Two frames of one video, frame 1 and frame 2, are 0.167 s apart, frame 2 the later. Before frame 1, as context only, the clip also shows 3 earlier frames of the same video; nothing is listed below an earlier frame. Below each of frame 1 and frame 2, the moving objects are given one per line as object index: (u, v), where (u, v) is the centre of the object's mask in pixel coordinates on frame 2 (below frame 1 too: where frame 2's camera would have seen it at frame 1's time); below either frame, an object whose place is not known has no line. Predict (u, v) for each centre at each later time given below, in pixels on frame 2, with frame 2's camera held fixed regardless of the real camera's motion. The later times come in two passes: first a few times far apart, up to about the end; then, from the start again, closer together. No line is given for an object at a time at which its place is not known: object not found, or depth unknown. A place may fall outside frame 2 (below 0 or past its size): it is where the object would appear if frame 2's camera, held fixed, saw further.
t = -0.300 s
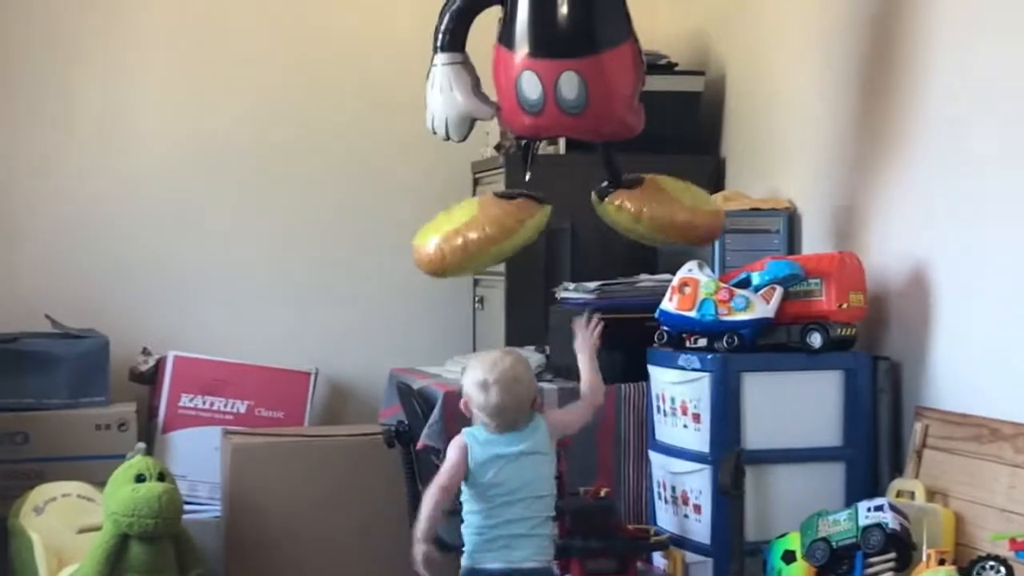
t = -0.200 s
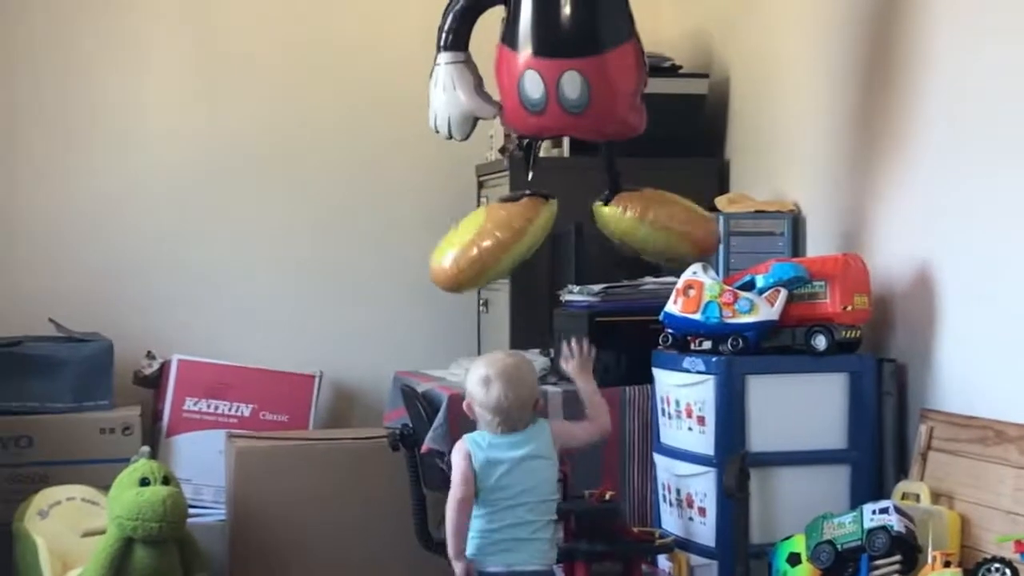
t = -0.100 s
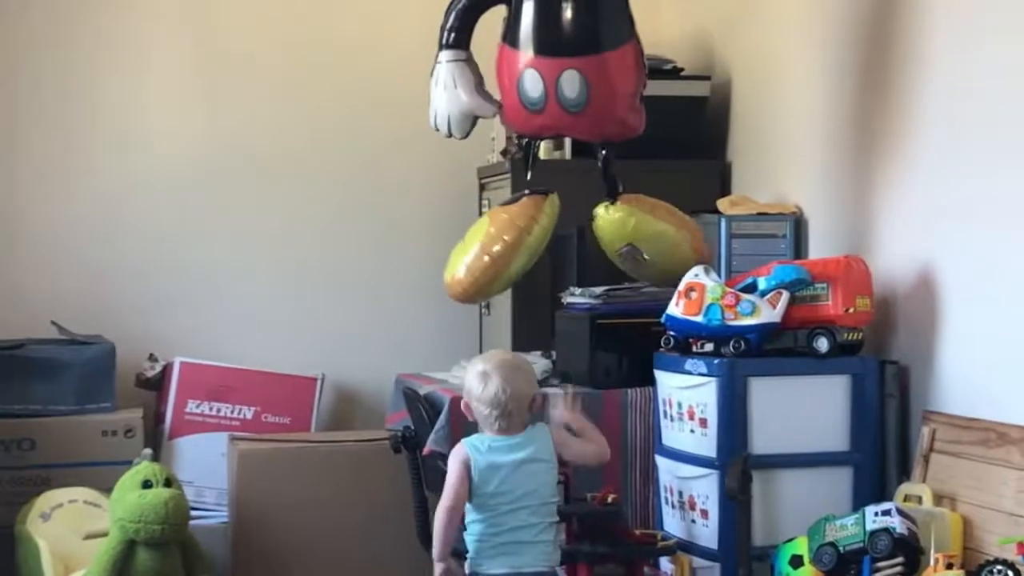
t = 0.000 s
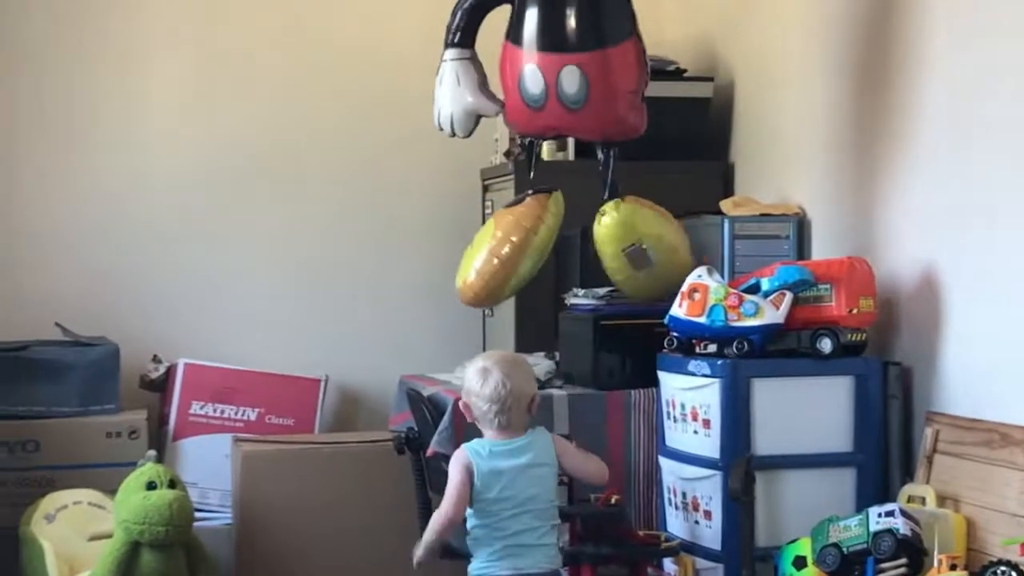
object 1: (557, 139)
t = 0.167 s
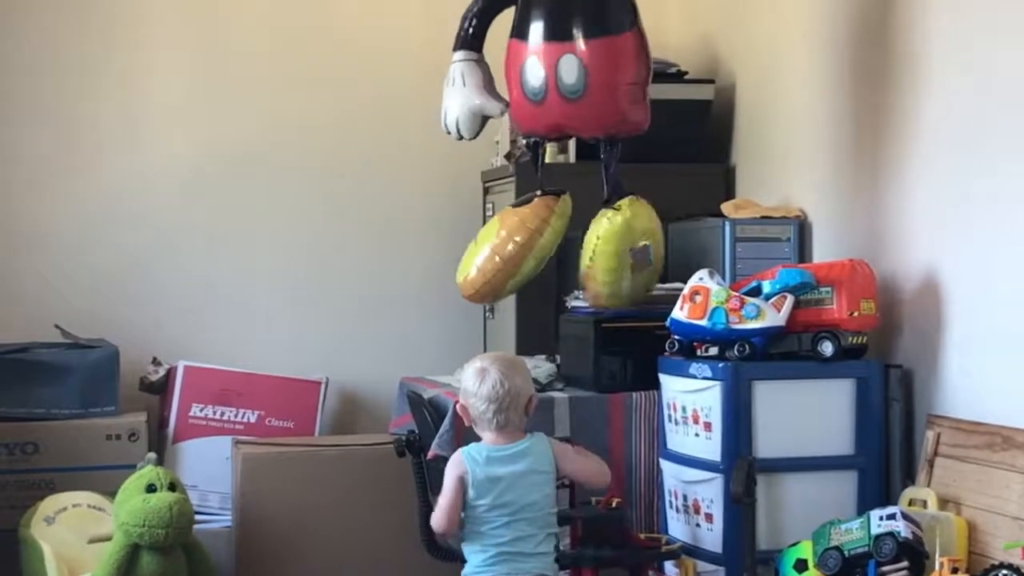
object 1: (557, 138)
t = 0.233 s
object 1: (557, 137)
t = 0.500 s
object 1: (557, 135)
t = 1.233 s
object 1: (542, 129)
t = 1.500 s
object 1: (548, 132)
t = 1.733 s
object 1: (553, 129)
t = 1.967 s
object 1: (556, 126)
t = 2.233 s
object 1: (554, 124)
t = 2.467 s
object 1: (549, 125)
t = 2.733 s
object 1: (544, 128)
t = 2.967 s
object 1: (540, 129)
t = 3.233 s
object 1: (540, 134)
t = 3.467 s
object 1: (543, 141)
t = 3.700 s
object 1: (542, 146)
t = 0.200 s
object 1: (557, 138)
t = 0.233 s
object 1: (557, 137)
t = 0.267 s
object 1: (557, 137)
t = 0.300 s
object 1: (558, 137)
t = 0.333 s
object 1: (560, 139)
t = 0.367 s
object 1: (560, 139)
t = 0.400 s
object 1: (558, 136)
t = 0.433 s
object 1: (558, 135)
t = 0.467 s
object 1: (560, 139)
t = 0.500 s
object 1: (557, 135)
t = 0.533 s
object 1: (559, 138)
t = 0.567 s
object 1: (558, 137)
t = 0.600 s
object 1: (558, 137)
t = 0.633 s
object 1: (556, 136)
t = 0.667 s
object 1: (553, 132)
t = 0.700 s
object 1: (552, 130)
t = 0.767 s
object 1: (552, 131)
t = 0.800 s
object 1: (550, 130)
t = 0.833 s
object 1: (548, 130)
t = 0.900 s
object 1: (546, 128)
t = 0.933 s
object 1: (546, 131)
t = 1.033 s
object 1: (544, 131)
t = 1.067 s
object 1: (544, 131)
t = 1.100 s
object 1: (541, 127)
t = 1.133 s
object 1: (541, 128)
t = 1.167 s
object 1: (541, 128)
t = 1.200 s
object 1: (542, 129)
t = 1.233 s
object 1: (542, 129)
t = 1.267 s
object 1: (543, 130)
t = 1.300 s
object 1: (544, 131)
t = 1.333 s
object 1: (544, 132)
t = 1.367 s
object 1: (545, 132)
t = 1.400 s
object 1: (546, 133)
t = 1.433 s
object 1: (545, 129)
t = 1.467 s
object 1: (546, 130)
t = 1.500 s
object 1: (548, 132)
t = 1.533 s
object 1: (549, 132)
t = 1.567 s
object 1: (548, 130)
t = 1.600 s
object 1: (551, 132)
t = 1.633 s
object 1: (551, 129)
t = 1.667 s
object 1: (553, 132)
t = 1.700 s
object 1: (554, 132)
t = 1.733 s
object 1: (553, 129)
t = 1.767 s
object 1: (553, 128)
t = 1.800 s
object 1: (554, 128)
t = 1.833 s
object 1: (554, 127)
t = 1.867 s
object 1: (555, 127)
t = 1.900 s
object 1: (555, 126)
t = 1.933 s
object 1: (555, 126)
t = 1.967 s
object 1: (556, 126)
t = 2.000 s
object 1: (556, 125)
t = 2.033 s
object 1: (556, 125)
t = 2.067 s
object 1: (556, 125)
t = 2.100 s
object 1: (556, 124)
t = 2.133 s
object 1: (555, 124)
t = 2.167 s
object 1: (555, 124)
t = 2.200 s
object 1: (555, 124)
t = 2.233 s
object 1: (554, 124)
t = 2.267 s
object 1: (554, 124)
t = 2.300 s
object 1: (553, 124)
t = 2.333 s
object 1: (552, 124)
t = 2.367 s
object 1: (551, 124)
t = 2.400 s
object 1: (551, 125)
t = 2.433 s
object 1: (550, 125)
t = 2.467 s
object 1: (549, 125)
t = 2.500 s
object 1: (549, 125)
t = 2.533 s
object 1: (548, 126)
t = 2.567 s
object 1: (547, 126)
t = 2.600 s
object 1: (546, 126)
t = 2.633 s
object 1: (546, 127)
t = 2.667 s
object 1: (545, 127)
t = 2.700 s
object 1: (544, 127)
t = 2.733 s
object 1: (544, 128)
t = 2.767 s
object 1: (543, 127)
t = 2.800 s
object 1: (542, 128)
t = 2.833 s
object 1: (542, 128)
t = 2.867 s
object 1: (541, 128)
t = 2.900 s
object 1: (540, 128)
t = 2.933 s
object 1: (540, 129)
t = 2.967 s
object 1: (540, 129)
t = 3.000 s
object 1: (539, 129)
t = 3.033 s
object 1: (541, 132)
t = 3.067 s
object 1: (541, 132)
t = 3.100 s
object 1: (540, 132)
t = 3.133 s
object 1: (540, 132)
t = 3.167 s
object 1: (539, 133)
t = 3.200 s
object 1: (539, 133)
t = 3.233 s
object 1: (540, 134)
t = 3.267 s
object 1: (540, 134)
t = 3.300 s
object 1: (541, 134)
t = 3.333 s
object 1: (541, 135)
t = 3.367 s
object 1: (540, 136)
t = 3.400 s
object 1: (543, 140)
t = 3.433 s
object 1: (543, 140)
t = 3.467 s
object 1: (543, 141)
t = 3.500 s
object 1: (543, 141)
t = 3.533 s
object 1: (543, 142)
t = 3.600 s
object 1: (543, 144)
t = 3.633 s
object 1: (543, 144)
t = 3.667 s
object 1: (542, 145)
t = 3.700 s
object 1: (542, 146)
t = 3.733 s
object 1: (542, 147)
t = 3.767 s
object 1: (542, 148)
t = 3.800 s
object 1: (542, 149)
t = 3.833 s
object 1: (542, 150)
